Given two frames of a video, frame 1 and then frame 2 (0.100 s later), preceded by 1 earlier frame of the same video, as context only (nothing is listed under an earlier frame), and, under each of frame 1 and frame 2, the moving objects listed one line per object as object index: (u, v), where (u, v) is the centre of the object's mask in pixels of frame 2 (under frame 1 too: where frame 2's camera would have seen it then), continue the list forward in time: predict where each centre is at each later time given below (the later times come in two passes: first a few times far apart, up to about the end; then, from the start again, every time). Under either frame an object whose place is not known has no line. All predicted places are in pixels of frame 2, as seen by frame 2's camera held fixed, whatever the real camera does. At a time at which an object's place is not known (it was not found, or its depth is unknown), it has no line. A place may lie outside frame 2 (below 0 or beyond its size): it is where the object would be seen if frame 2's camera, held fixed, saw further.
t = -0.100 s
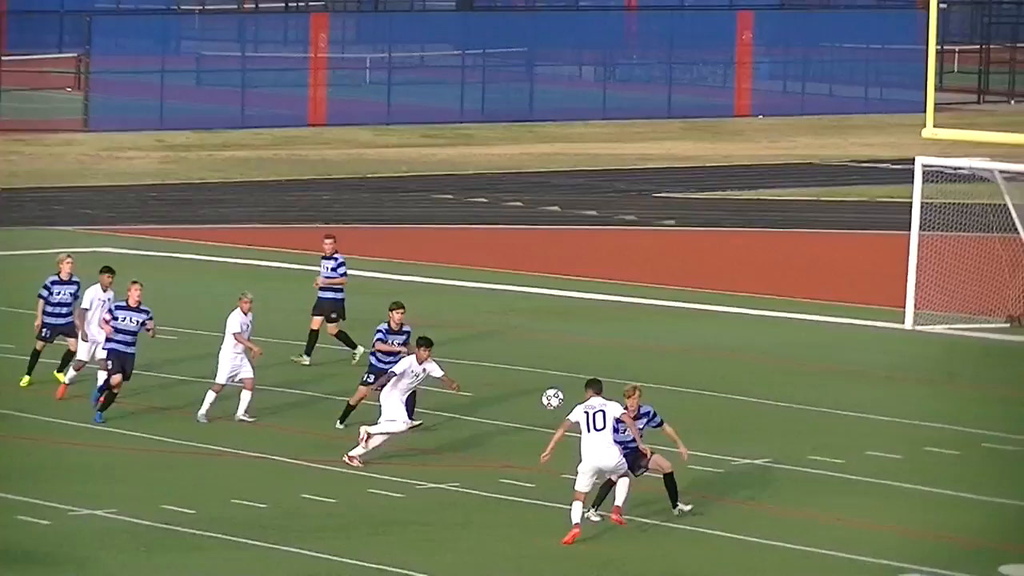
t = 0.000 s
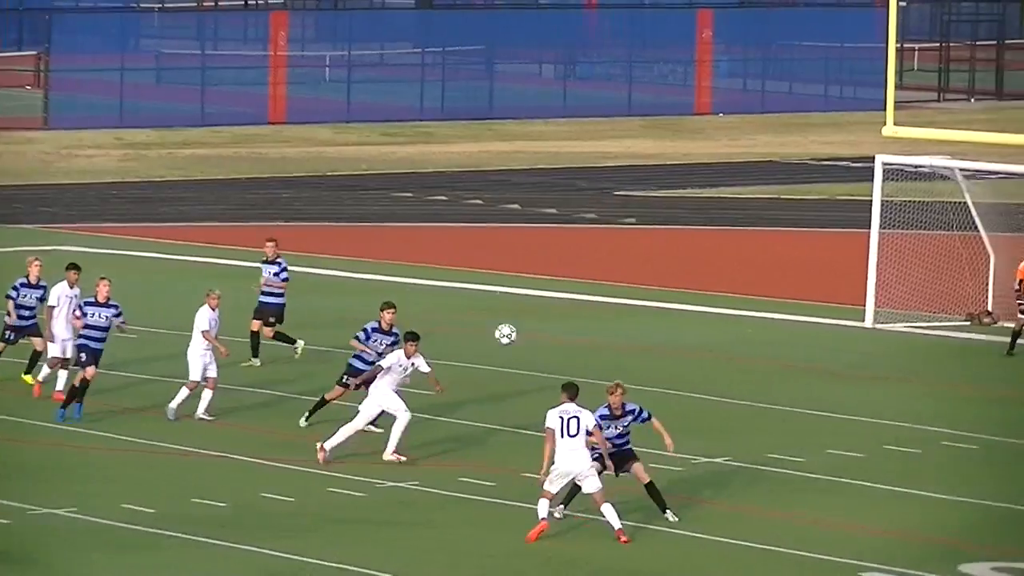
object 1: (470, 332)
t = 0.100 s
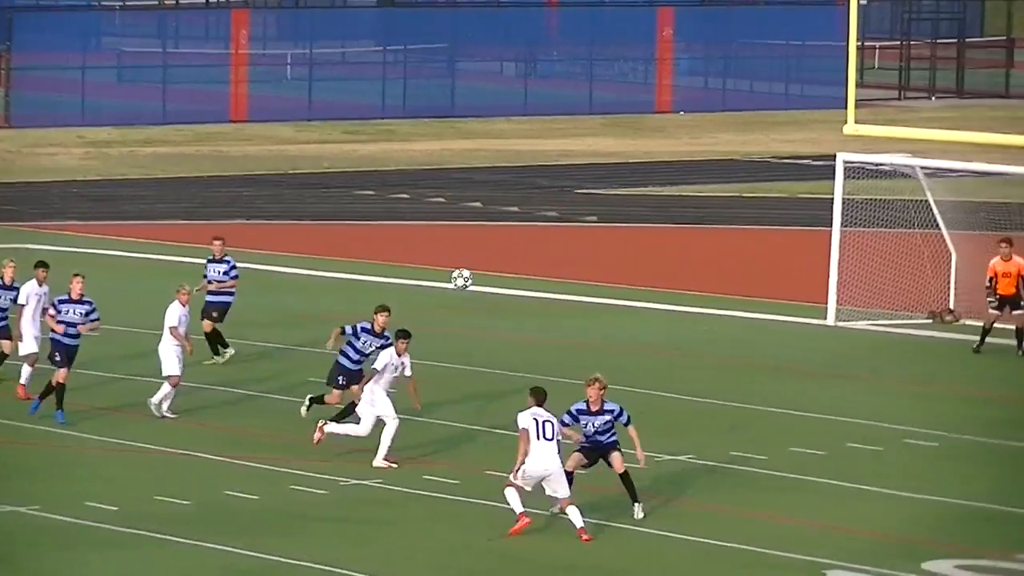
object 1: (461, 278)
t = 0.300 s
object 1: (449, 201)
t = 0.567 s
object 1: (432, 156)
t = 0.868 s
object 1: (410, 186)
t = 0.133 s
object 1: (459, 263)
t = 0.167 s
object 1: (457, 248)
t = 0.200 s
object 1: (455, 234)
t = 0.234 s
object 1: (453, 222)
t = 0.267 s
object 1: (451, 211)
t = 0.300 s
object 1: (449, 201)
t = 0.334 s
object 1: (447, 191)
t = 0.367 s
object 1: (445, 183)
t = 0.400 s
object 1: (442, 176)
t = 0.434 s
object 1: (440, 170)
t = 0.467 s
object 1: (438, 165)
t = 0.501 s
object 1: (436, 162)
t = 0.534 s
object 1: (434, 158)
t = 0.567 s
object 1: (432, 156)
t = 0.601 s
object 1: (430, 156)
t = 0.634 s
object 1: (427, 156)
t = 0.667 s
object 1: (425, 157)
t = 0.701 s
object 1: (423, 159)
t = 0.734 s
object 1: (420, 162)
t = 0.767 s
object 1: (418, 167)
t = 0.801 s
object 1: (415, 172)
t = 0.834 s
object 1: (413, 179)
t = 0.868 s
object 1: (410, 186)
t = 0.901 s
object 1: (408, 194)
